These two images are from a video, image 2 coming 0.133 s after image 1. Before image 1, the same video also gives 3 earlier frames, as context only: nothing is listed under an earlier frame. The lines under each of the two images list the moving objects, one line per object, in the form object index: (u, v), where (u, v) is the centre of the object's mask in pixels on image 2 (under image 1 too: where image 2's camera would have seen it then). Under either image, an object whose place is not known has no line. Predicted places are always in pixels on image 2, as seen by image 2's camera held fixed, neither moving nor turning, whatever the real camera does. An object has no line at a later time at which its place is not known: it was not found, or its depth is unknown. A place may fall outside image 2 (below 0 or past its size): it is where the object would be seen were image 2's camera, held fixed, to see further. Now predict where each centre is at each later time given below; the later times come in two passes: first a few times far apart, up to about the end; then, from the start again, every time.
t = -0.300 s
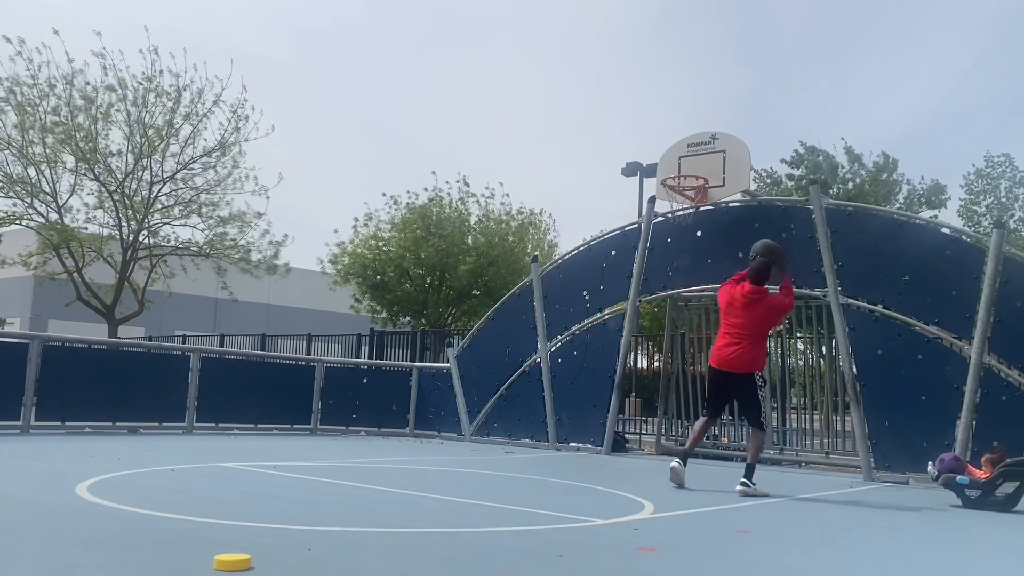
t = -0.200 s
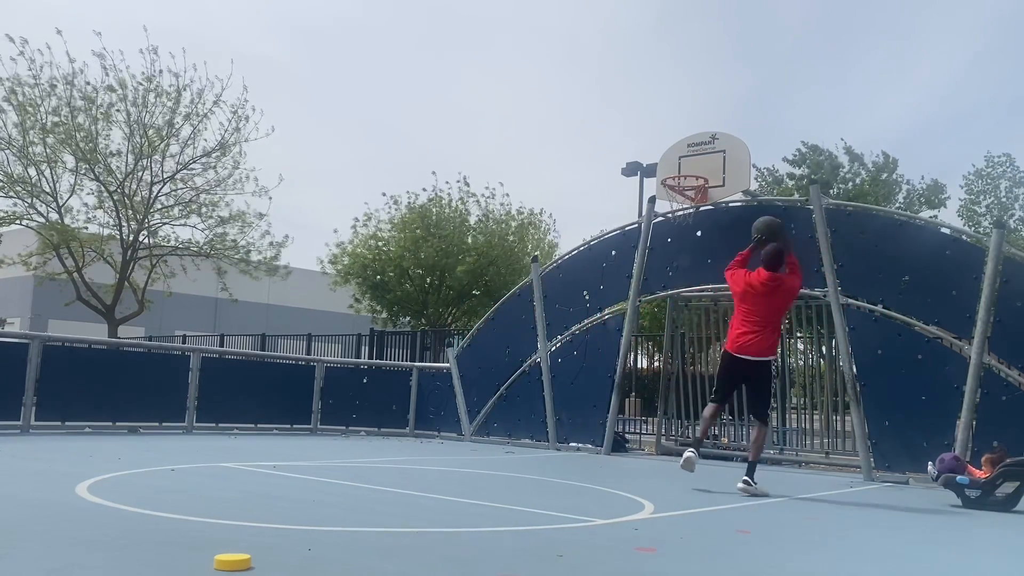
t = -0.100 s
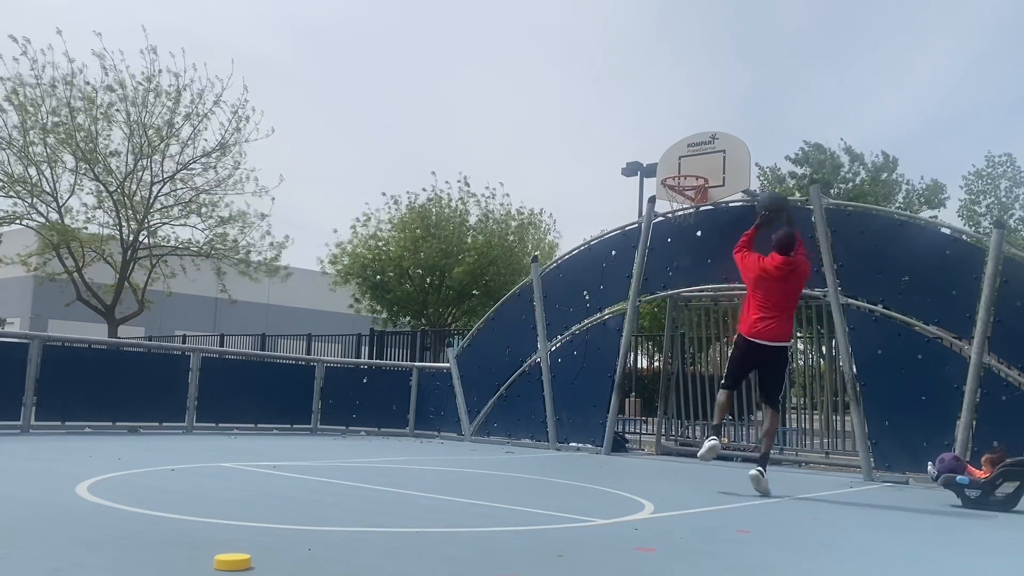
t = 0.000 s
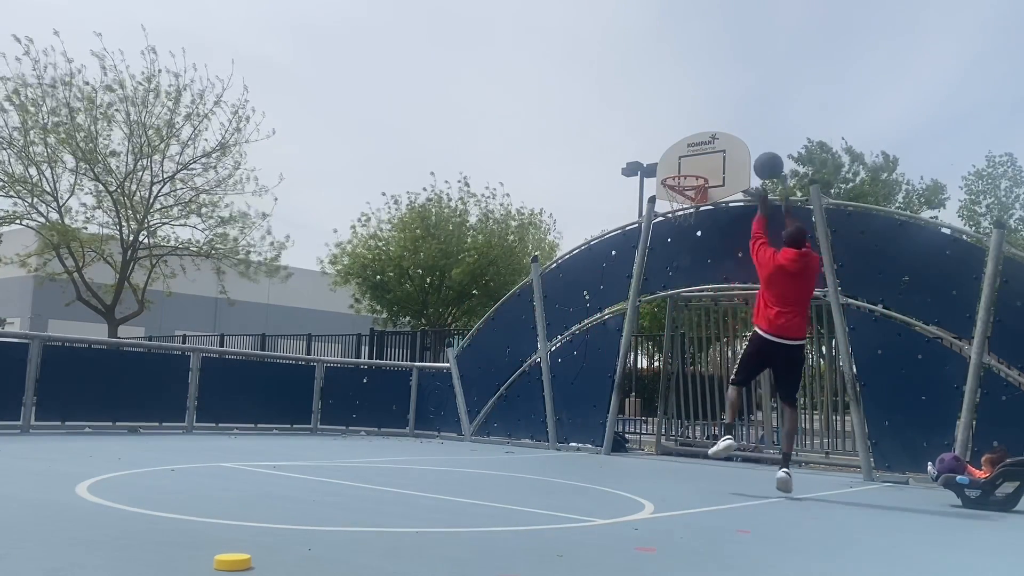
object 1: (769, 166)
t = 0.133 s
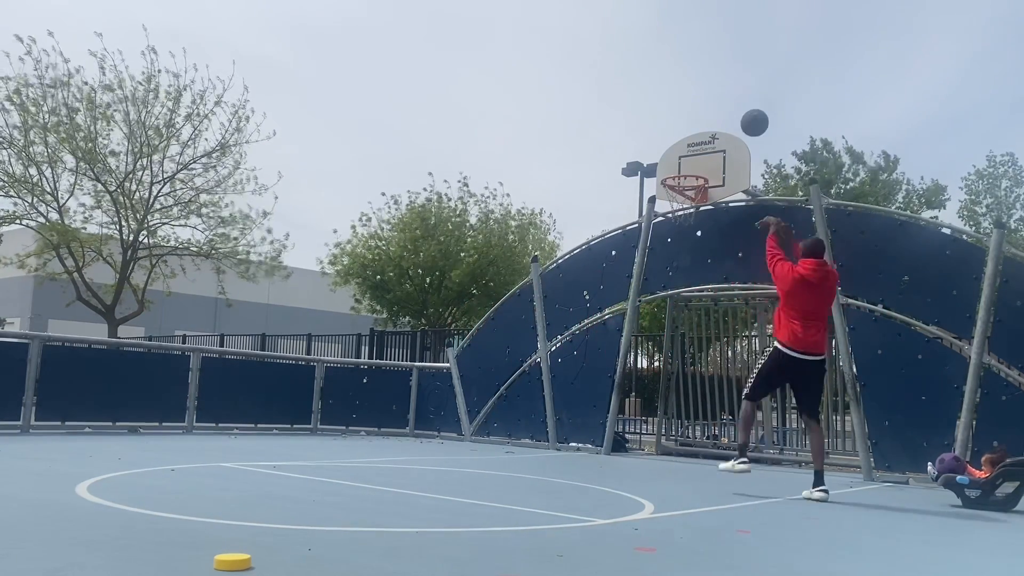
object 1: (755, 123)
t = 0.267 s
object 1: (742, 101)
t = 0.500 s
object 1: (721, 108)
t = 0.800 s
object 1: (700, 159)
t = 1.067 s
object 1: (697, 151)
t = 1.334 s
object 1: (683, 173)
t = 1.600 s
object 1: (690, 171)
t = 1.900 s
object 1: (683, 190)
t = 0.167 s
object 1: (751, 115)
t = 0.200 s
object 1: (748, 109)
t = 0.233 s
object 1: (745, 105)
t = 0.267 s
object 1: (742, 101)
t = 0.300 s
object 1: (739, 98)
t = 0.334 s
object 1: (736, 97)
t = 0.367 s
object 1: (733, 97)
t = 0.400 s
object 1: (730, 99)
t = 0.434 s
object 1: (727, 101)
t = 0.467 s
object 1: (724, 104)
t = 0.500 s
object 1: (721, 108)
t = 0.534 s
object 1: (718, 114)
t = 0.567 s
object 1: (716, 120)
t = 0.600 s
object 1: (713, 128)
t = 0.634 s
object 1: (710, 135)
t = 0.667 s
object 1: (707, 144)
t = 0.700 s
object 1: (704, 155)
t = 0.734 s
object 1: (701, 165)
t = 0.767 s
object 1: (701, 164)
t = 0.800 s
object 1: (700, 159)
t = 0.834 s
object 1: (700, 154)
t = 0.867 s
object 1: (700, 151)
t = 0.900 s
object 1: (699, 148)
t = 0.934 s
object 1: (699, 147)
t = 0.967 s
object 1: (698, 147)
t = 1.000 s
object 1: (698, 147)
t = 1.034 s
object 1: (697, 149)
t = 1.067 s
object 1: (697, 151)
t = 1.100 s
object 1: (696, 155)
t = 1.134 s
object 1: (695, 159)
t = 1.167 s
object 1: (693, 161)
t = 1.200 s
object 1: (691, 164)
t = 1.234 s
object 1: (689, 167)
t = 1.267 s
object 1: (687, 173)
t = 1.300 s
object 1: (685, 174)
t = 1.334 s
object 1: (683, 173)
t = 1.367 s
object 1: (681, 171)
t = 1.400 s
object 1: (679, 171)
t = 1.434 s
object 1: (676, 173)
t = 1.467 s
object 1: (674, 174)
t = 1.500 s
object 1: (678, 172)
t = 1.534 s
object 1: (682, 171)
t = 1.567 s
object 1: (686, 170)
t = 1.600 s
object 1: (690, 171)
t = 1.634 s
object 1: (694, 173)
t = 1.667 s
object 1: (695, 174)
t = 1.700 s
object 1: (693, 174)
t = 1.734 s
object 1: (691, 175)
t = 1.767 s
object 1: (689, 177)
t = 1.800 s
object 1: (688, 180)
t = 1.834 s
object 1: (685, 185)
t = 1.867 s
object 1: (684, 187)
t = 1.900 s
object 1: (683, 190)
